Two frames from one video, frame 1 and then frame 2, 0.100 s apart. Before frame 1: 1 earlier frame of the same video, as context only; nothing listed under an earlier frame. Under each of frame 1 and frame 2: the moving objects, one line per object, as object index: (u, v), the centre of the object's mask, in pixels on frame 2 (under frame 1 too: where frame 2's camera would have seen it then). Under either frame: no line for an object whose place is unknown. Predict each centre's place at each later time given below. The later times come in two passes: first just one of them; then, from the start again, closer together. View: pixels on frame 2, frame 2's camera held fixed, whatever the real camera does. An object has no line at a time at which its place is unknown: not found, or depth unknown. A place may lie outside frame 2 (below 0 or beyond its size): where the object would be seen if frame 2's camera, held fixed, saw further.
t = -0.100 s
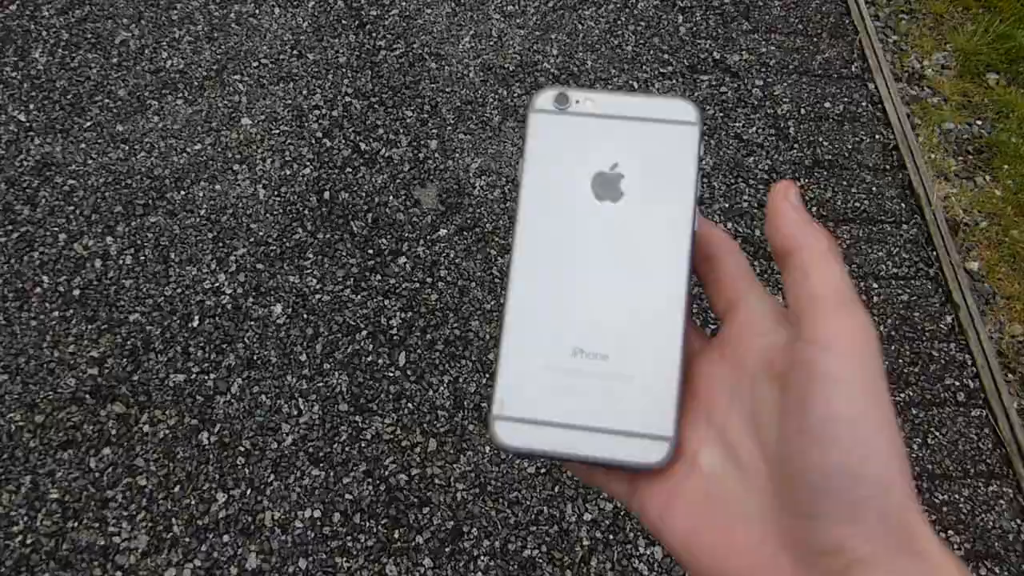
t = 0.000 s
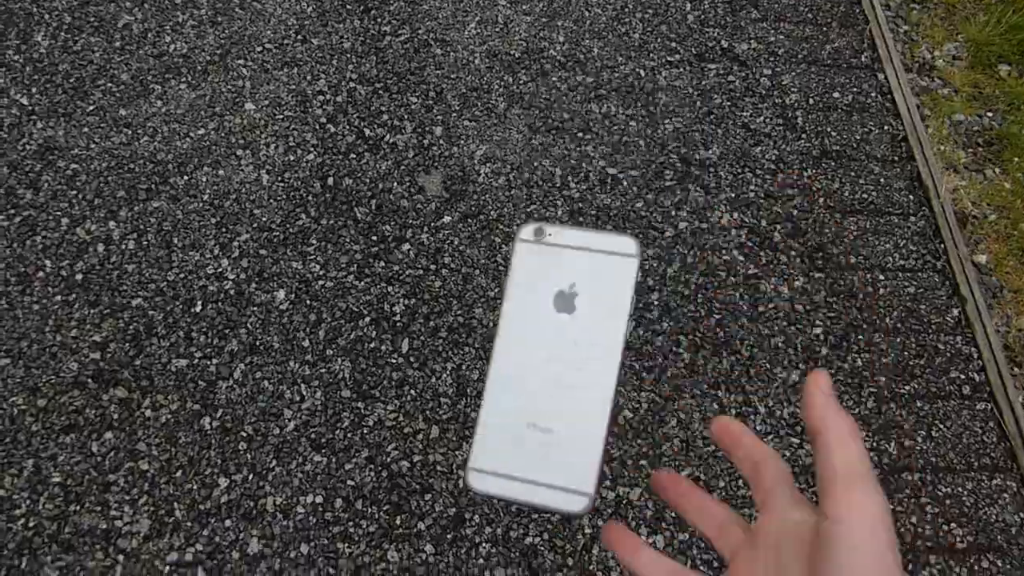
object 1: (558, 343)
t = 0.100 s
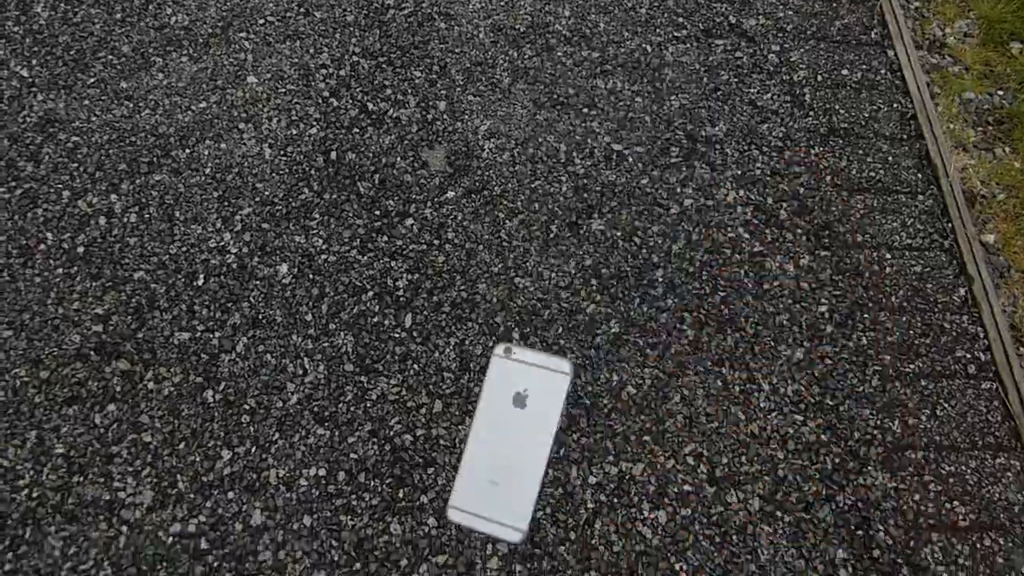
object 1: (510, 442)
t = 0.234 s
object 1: (467, 531)
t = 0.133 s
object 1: (497, 468)
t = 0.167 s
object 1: (485, 492)
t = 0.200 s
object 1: (475, 513)
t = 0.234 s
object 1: (467, 531)
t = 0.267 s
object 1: (459, 546)
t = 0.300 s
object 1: (461, 538)
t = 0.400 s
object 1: (454, 519)
